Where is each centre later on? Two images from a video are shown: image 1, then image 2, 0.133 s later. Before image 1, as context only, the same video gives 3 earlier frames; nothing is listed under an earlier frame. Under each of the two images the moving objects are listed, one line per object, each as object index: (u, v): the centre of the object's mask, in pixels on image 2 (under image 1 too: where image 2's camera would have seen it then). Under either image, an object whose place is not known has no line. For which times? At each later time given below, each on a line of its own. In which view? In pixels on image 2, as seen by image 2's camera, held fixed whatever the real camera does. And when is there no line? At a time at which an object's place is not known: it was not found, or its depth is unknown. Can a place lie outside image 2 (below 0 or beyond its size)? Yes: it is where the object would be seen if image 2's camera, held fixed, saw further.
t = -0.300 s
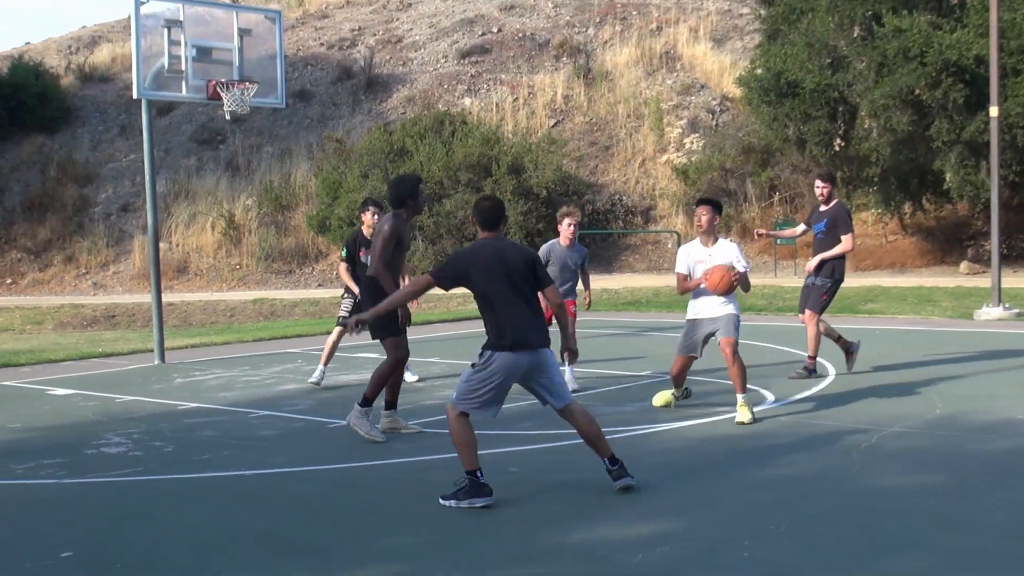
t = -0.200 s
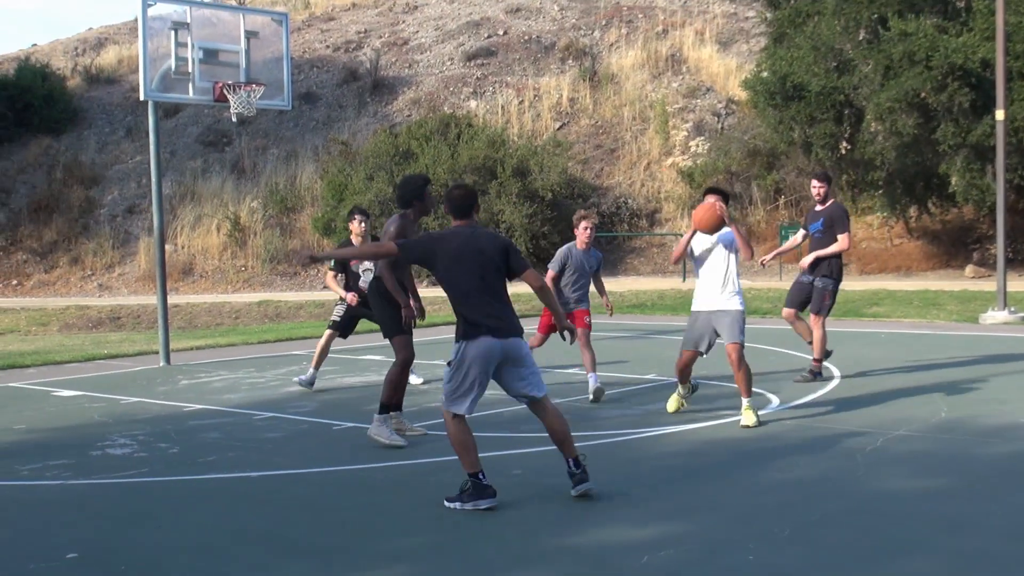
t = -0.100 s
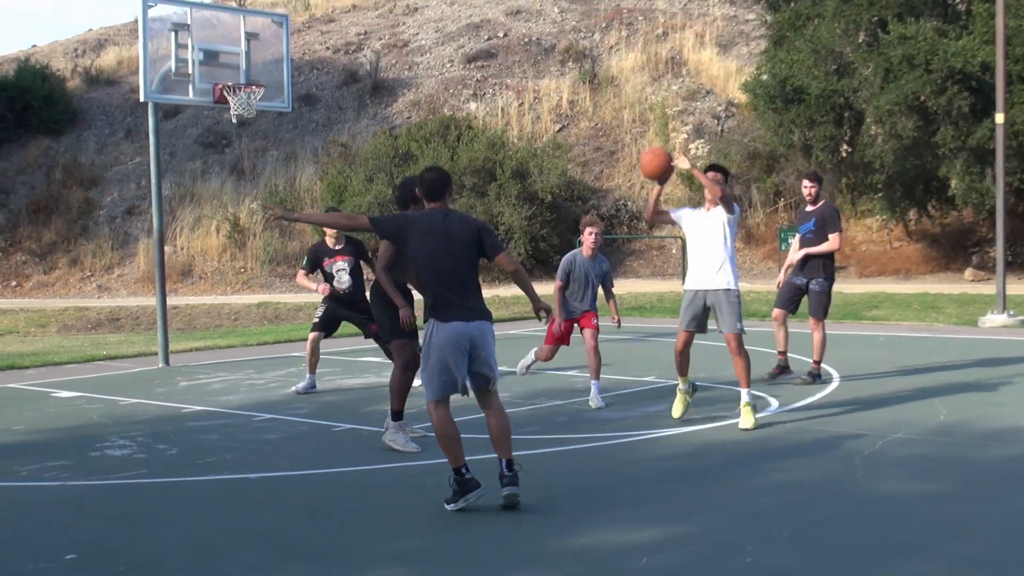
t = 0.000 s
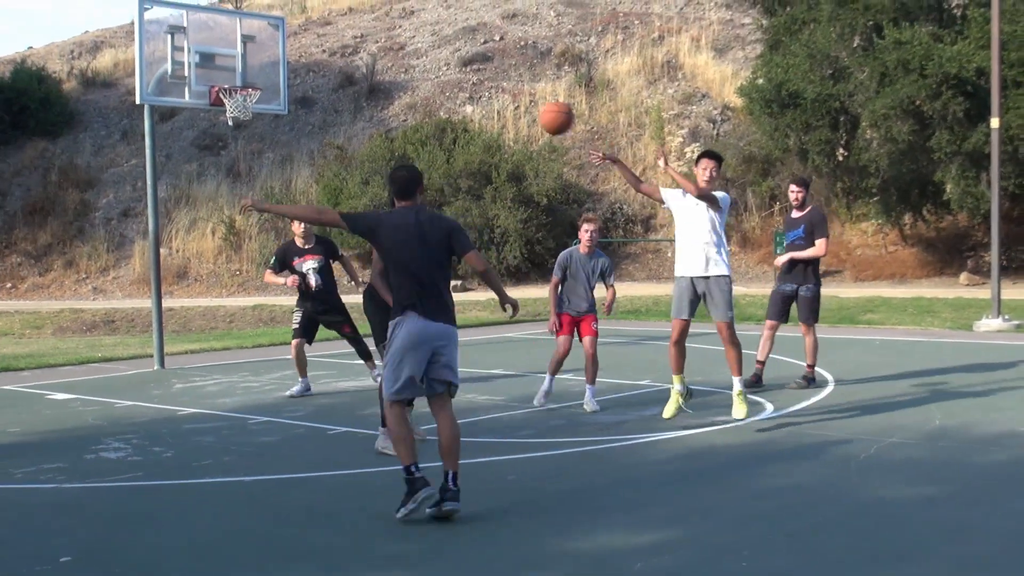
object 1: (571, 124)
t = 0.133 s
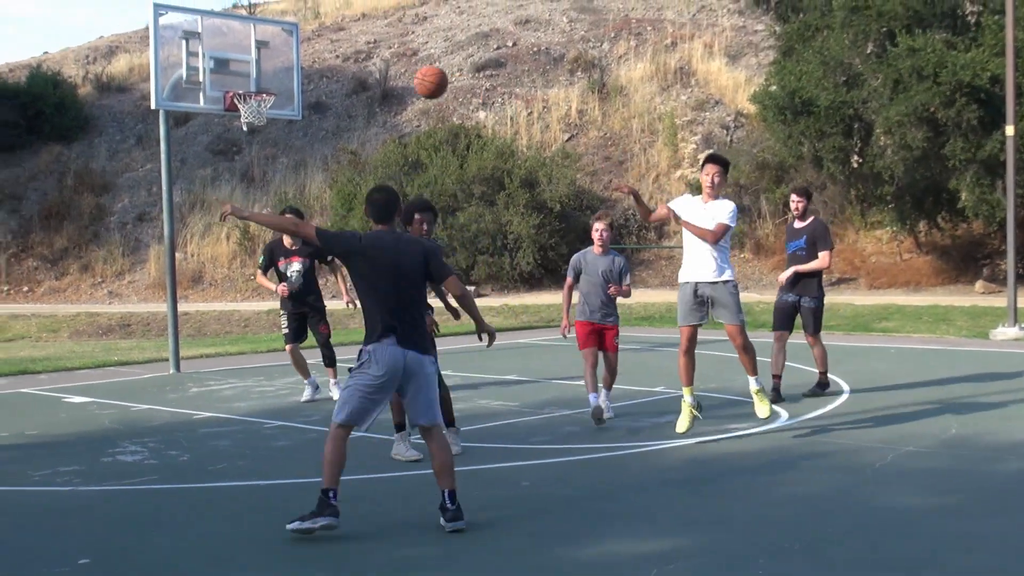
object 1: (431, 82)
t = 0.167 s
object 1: (397, 76)
